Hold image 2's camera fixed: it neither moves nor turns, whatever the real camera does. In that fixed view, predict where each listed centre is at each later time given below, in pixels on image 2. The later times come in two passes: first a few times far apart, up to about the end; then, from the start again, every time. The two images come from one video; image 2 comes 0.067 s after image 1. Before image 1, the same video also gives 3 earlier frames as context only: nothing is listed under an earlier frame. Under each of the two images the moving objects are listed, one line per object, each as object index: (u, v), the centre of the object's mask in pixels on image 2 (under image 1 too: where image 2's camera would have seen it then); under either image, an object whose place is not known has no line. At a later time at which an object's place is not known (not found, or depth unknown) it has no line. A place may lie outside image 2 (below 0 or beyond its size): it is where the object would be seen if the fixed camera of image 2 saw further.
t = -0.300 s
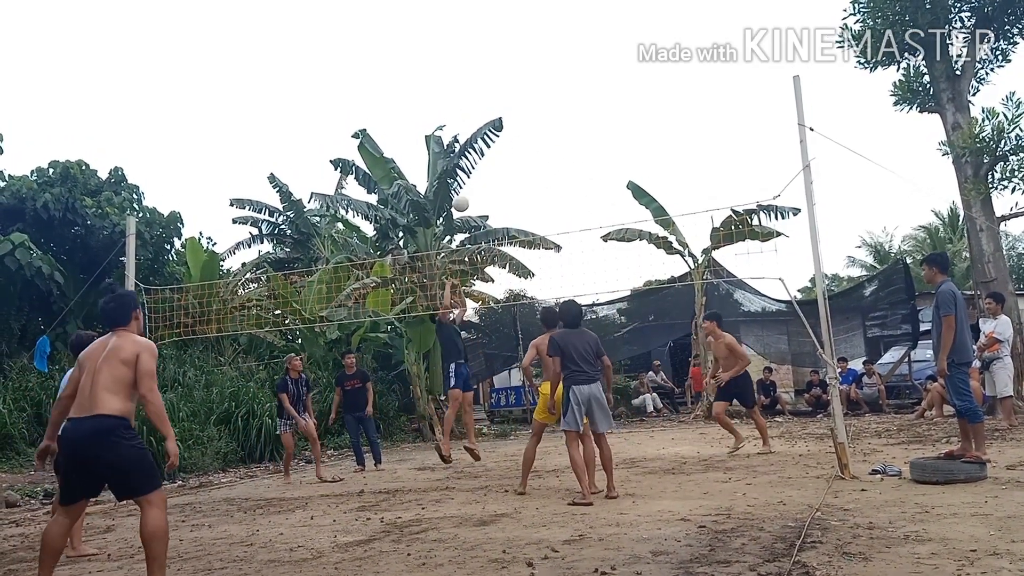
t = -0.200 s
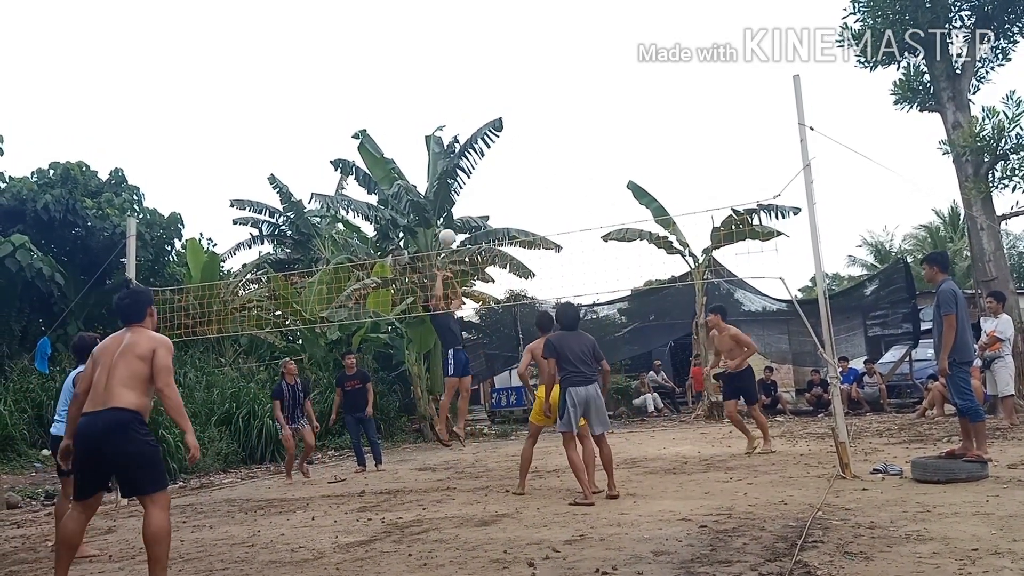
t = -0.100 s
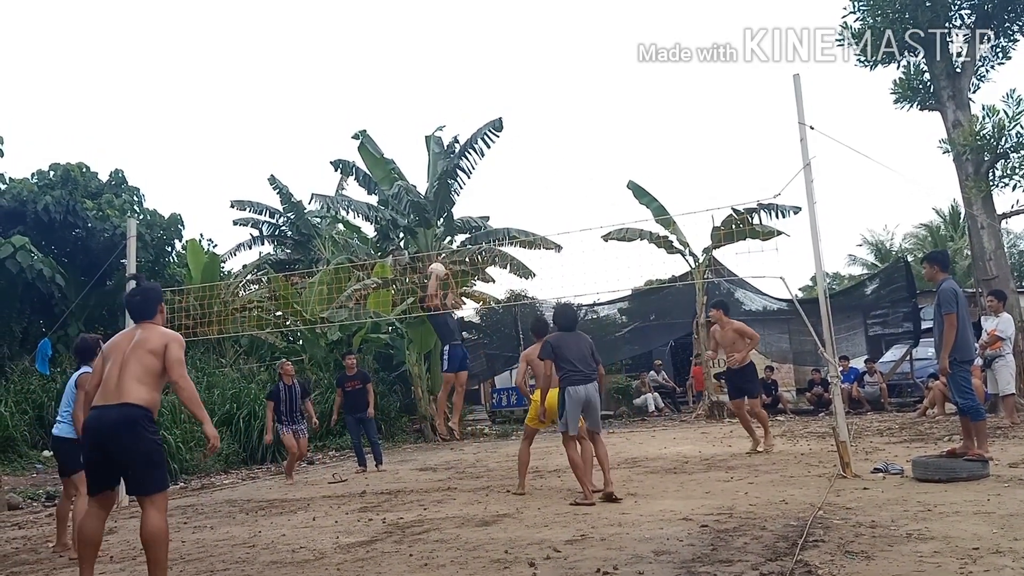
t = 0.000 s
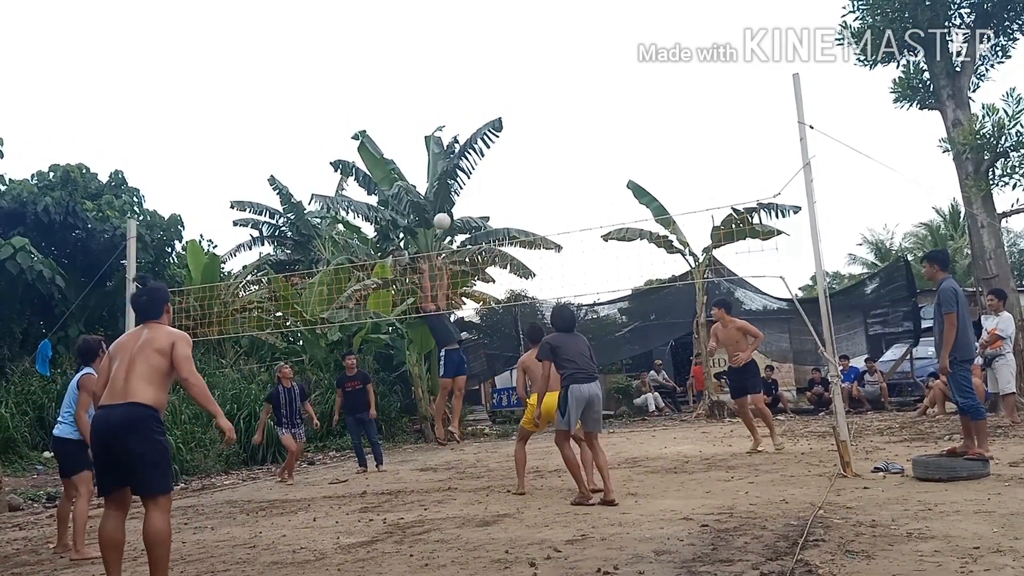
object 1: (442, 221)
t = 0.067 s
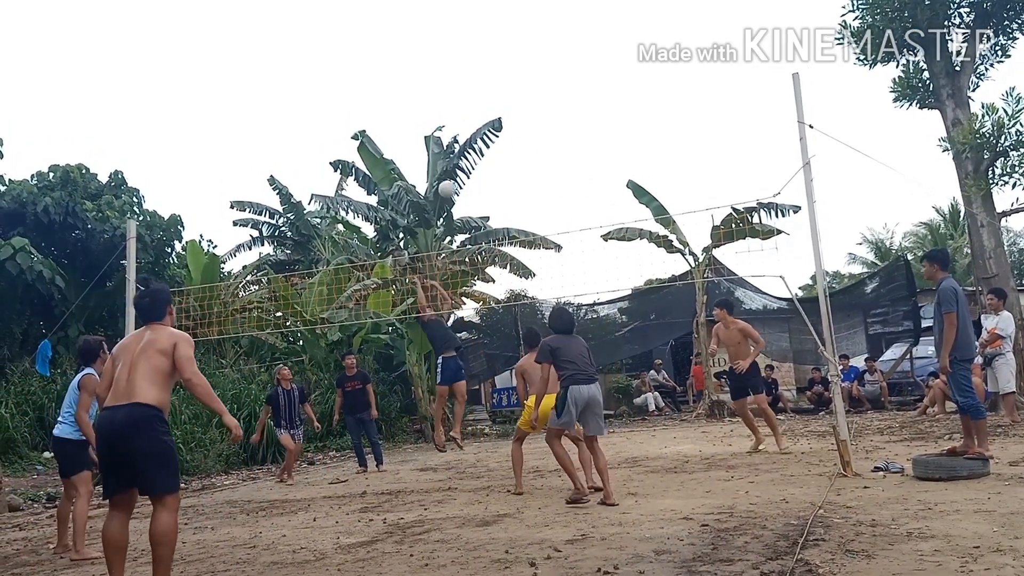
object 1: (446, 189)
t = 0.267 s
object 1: (465, 114)
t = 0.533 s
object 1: (495, 62)
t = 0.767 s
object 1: (527, 64)
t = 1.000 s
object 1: (565, 116)
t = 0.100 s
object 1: (449, 174)
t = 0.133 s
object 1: (452, 161)
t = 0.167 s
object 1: (455, 147)
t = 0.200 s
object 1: (458, 136)
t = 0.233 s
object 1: (462, 124)
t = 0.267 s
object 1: (465, 114)
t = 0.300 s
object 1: (468, 104)
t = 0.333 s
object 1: (472, 95)
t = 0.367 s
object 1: (476, 87)
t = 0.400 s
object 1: (479, 81)
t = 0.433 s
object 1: (483, 74)
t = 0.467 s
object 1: (487, 69)
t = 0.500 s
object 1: (491, 65)
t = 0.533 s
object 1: (495, 62)
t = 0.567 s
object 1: (499, 59)
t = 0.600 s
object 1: (504, 57)
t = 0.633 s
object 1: (508, 57)
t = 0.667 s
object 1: (512, 57)
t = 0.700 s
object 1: (517, 58)
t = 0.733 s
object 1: (522, 61)
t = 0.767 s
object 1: (527, 64)
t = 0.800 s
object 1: (532, 68)
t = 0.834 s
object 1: (537, 73)
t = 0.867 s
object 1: (542, 80)
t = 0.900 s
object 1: (548, 87)
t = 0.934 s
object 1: (553, 96)
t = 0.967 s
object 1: (559, 105)
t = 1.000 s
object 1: (565, 116)
